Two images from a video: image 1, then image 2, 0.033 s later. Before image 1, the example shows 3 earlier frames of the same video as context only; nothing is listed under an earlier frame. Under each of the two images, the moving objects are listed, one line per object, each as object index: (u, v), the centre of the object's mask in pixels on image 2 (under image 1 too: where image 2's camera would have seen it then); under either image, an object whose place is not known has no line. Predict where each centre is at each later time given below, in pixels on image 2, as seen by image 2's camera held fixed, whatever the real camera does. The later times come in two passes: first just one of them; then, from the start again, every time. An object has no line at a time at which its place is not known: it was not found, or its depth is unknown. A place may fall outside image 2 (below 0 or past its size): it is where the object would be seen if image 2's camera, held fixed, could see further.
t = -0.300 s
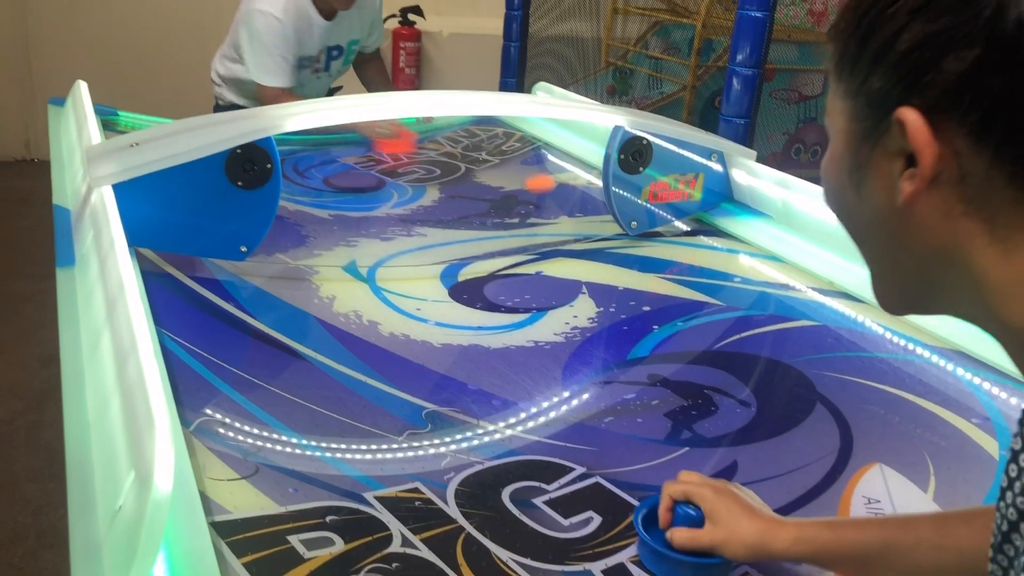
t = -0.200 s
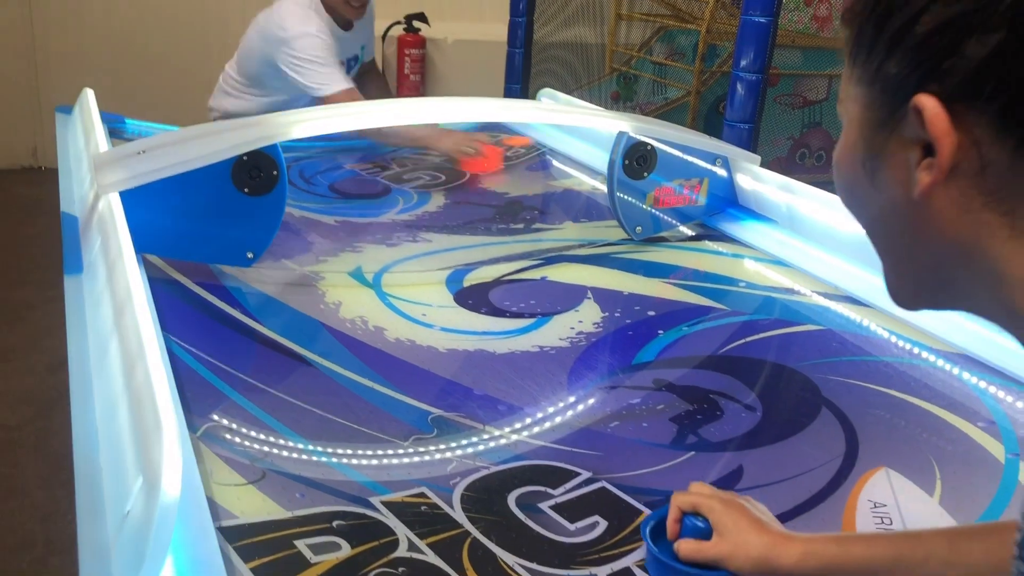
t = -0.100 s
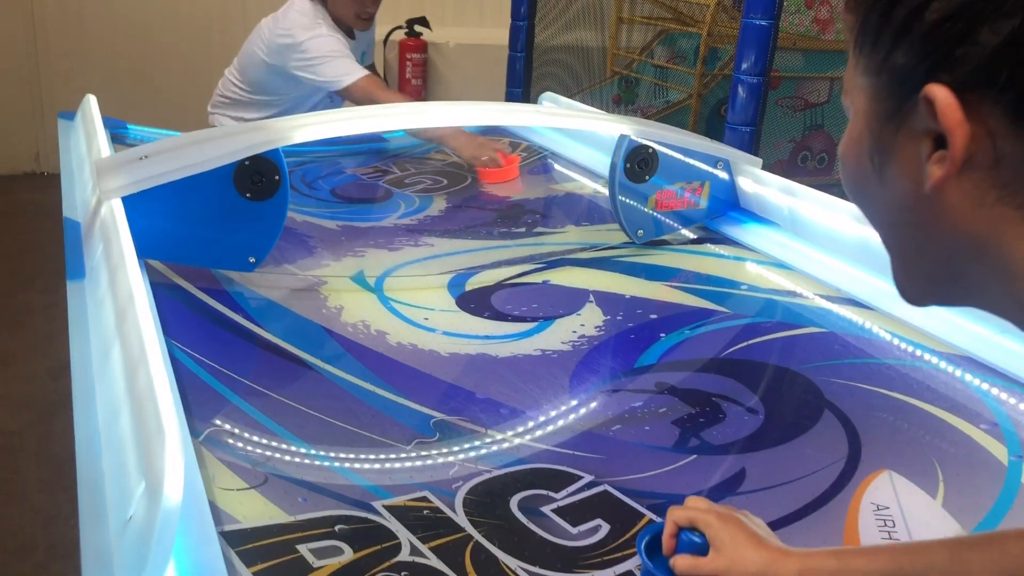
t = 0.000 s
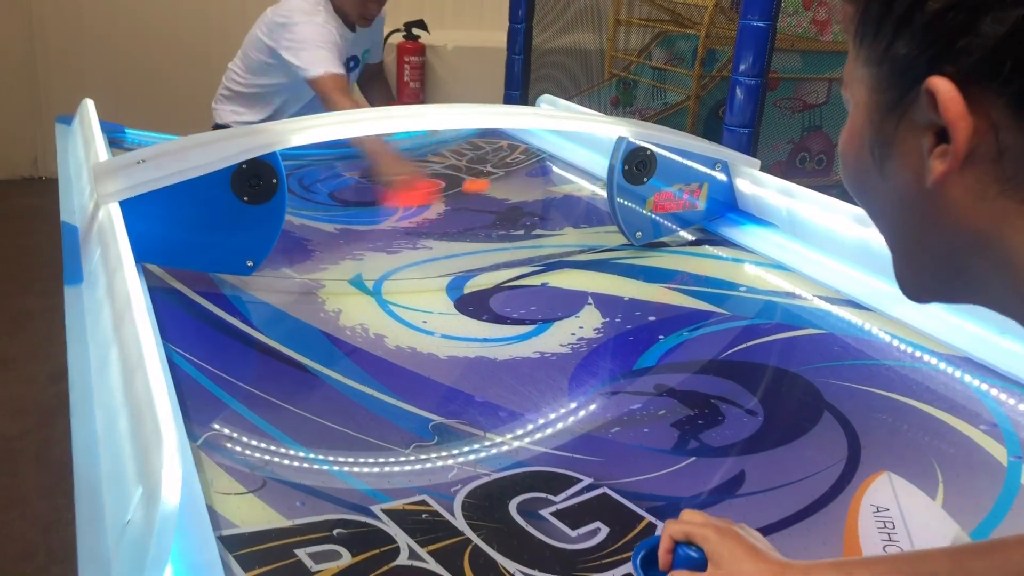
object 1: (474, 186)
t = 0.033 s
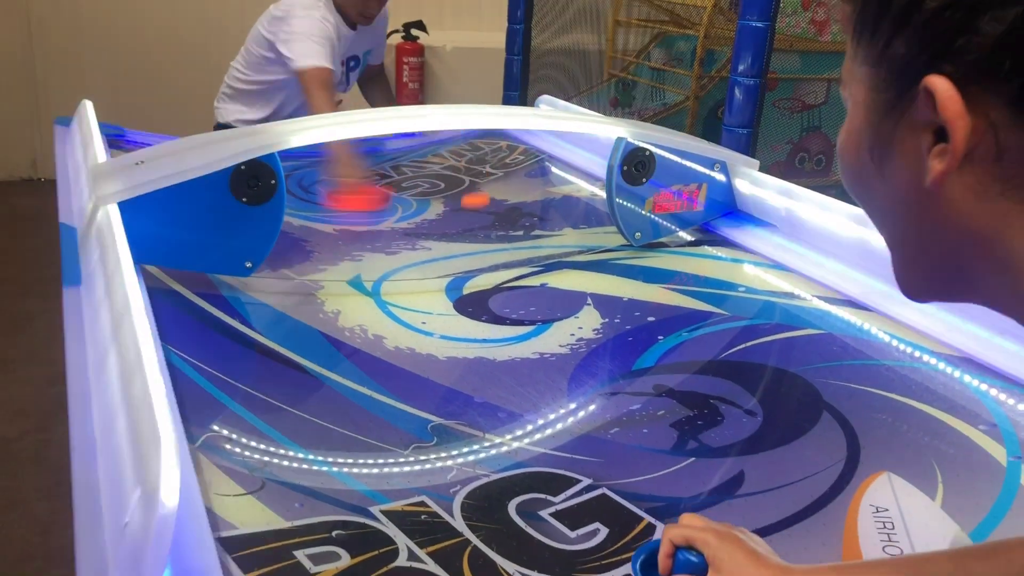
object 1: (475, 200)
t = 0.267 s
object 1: (463, 330)
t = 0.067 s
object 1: (475, 215)
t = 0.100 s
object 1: (475, 231)
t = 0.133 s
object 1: (474, 248)
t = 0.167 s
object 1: (472, 266)
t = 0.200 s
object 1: (468, 286)
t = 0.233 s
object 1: (467, 306)
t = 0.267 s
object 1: (463, 330)
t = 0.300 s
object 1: (459, 359)
